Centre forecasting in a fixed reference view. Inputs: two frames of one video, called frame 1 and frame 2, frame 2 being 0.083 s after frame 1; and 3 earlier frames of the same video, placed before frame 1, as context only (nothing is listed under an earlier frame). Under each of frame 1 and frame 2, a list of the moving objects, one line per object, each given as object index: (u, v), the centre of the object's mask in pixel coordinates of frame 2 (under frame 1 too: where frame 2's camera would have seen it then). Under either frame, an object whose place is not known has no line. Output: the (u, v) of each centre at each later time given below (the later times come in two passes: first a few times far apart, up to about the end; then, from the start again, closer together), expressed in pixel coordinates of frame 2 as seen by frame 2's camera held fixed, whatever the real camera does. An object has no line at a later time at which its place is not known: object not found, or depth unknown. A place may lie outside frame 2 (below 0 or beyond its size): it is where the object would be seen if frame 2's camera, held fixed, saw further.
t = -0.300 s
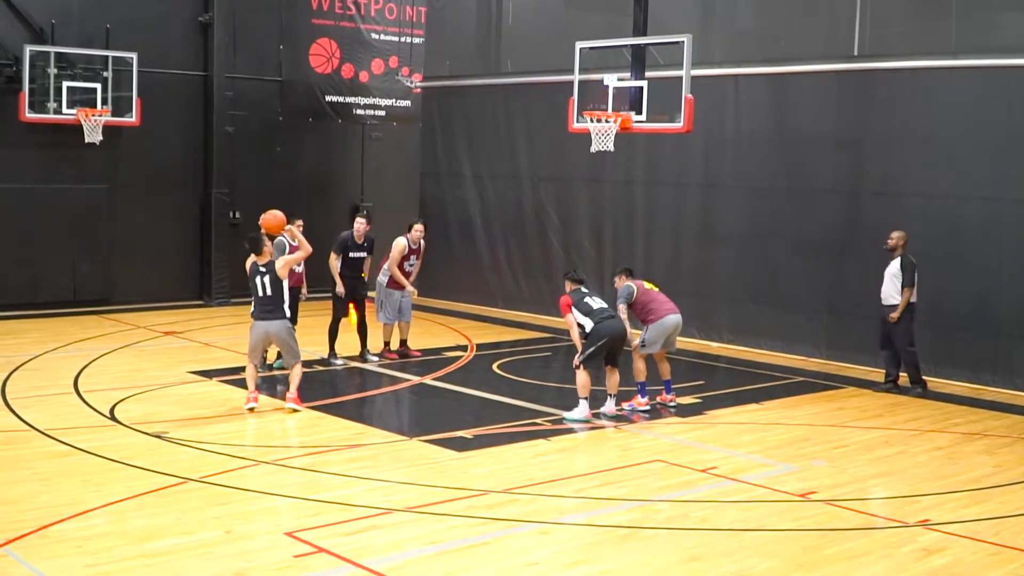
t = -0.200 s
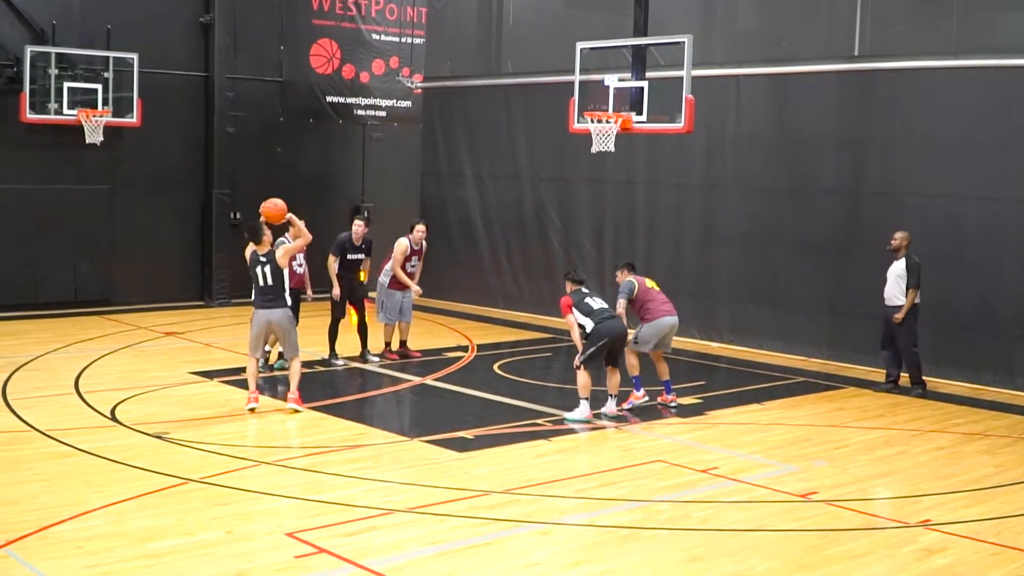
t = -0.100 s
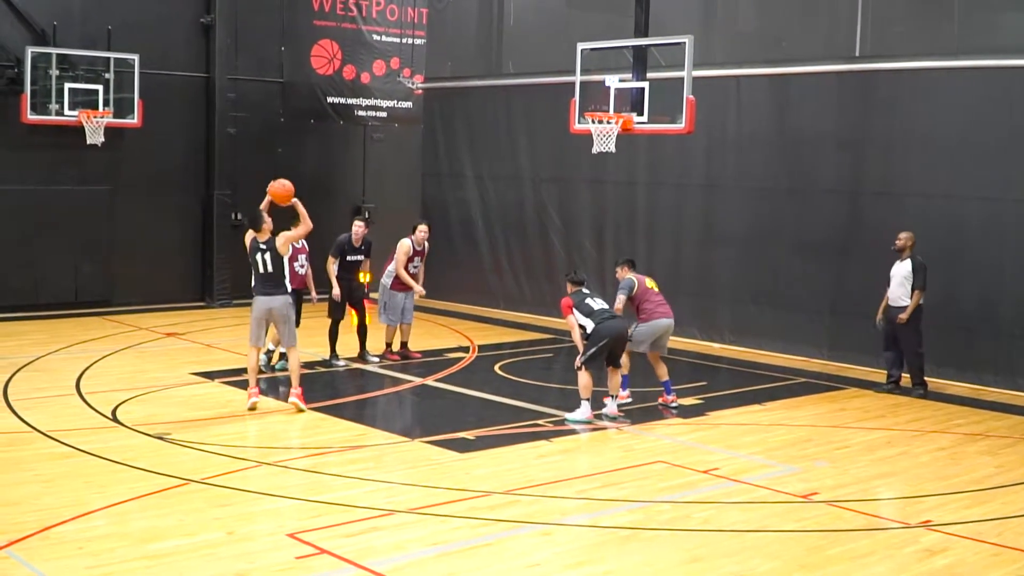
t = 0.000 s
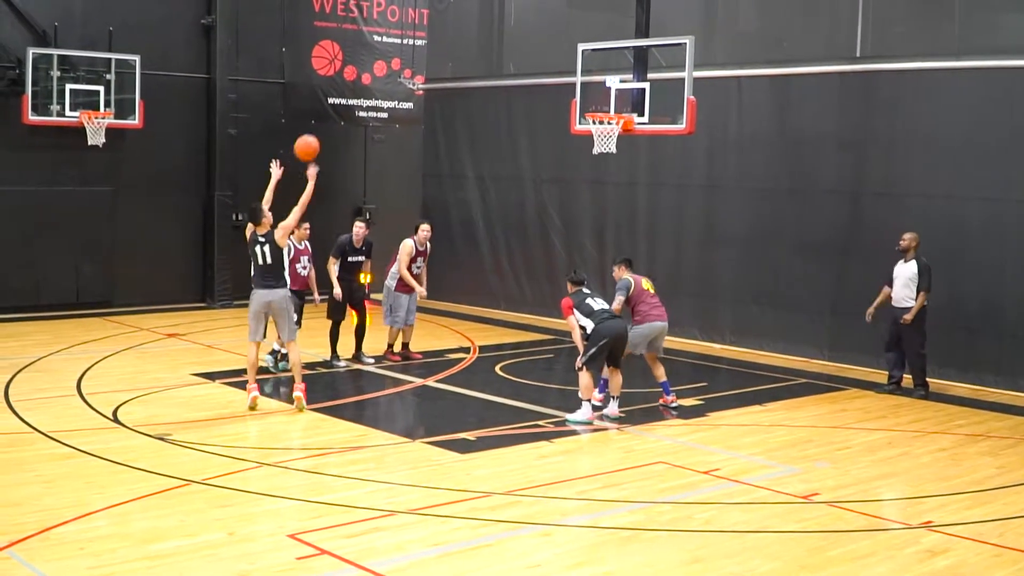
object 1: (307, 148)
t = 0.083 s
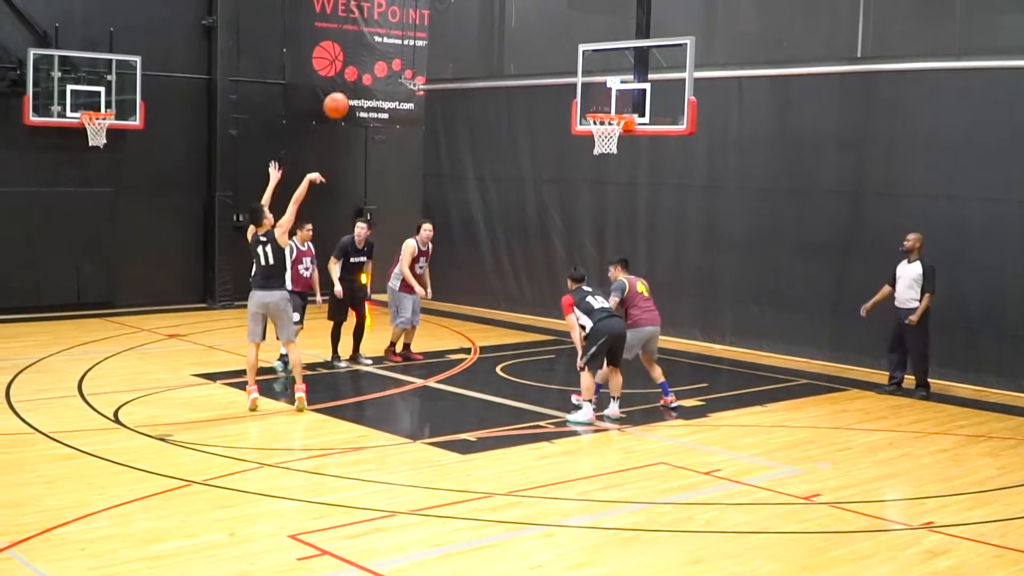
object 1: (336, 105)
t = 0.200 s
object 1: (374, 57)
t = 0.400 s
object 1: (436, 10)
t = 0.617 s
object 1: (499, 5)
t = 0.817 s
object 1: (551, 35)
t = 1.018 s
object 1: (599, 97)
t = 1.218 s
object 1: (619, 81)
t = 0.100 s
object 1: (341, 98)
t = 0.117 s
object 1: (347, 90)
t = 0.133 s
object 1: (353, 83)
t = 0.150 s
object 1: (358, 76)
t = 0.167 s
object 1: (364, 69)
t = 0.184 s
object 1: (369, 64)
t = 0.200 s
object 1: (374, 57)
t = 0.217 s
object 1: (379, 53)
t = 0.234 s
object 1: (385, 47)
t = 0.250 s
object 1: (390, 42)
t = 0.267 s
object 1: (395, 37)
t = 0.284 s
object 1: (401, 33)
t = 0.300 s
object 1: (406, 29)
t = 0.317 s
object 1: (411, 25)
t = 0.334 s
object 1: (416, 22)
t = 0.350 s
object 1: (422, 19)
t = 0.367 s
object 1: (426, 15)
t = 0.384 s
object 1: (431, 13)
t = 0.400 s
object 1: (436, 10)
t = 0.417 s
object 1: (441, 9)
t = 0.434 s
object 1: (446, 7)
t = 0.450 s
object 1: (451, 6)
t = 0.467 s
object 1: (456, 5)
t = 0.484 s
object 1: (461, 5)
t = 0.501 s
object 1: (466, 4)
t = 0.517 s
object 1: (471, 4)
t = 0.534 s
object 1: (475, 4)
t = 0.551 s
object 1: (480, 4)
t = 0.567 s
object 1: (485, 4)
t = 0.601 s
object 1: (494, 4)
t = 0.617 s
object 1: (499, 5)
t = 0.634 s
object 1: (504, 6)
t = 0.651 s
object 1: (508, 7)
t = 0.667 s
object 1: (512, 9)
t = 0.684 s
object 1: (517, 11)
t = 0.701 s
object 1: (521, 13)
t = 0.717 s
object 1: (525, 16)
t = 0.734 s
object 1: (529, 18)
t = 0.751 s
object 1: (534, 21)
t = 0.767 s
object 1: (538, 24)
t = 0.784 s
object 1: (543, 28)
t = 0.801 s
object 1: (547, 32)
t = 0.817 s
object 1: (551, 35)
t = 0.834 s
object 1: (555, 39)
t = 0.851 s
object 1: (560, 44)
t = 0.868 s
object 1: (564, 48)
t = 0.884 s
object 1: (568, 52)
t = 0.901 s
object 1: (571, 58)
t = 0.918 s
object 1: (576, 63)
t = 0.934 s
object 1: (579, 68)
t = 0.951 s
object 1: (583, 73)
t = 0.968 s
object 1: (587, 79)
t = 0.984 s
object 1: (592, 86)
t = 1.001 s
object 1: (595, 91)
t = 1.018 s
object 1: (599, 97)
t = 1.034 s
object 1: (602, 104)
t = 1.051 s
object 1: (603, 105)
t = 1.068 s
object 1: (605, 102)
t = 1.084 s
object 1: (607, 98)
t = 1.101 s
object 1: (608, 95)
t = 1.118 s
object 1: (609, 93)
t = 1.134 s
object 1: (611, 90)
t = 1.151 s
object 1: (613, 88)
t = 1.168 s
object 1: (615, 86)
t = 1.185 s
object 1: (616, 84)
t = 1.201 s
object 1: (617, 82)
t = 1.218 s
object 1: (619, 81)
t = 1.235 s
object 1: (620, 80)
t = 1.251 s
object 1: (622, 79)
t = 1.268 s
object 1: (623, 78)
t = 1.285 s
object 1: (625, 78)
